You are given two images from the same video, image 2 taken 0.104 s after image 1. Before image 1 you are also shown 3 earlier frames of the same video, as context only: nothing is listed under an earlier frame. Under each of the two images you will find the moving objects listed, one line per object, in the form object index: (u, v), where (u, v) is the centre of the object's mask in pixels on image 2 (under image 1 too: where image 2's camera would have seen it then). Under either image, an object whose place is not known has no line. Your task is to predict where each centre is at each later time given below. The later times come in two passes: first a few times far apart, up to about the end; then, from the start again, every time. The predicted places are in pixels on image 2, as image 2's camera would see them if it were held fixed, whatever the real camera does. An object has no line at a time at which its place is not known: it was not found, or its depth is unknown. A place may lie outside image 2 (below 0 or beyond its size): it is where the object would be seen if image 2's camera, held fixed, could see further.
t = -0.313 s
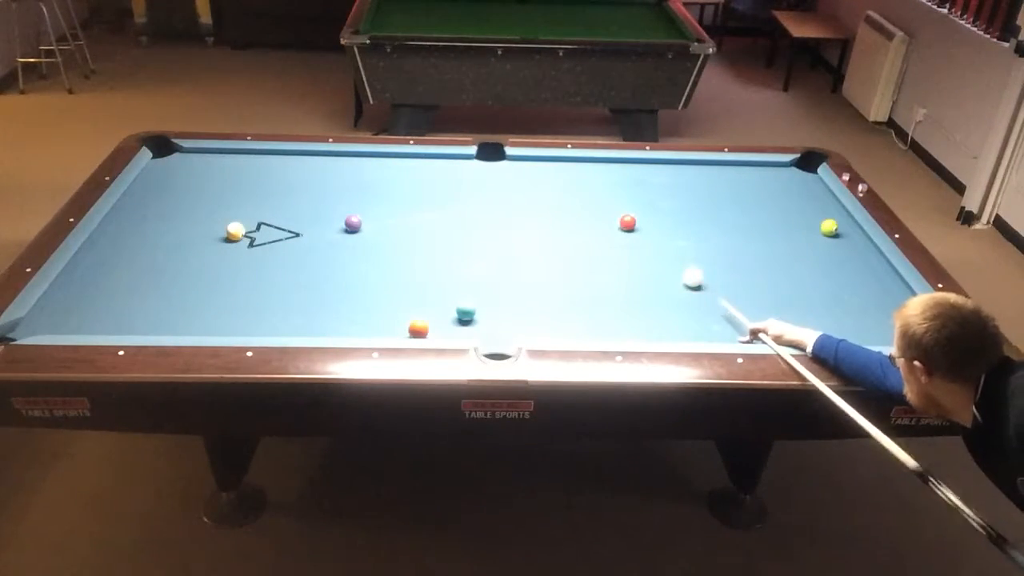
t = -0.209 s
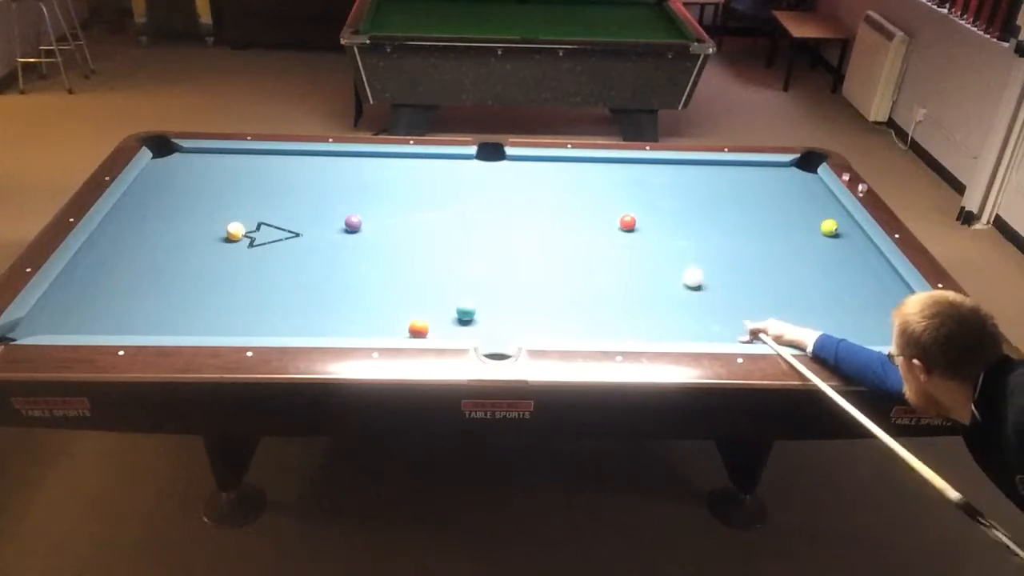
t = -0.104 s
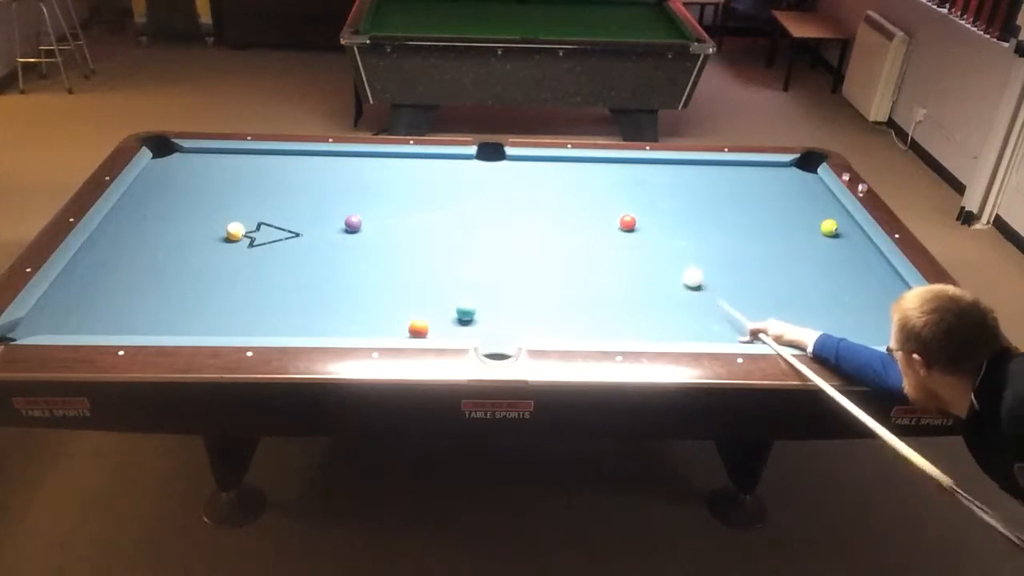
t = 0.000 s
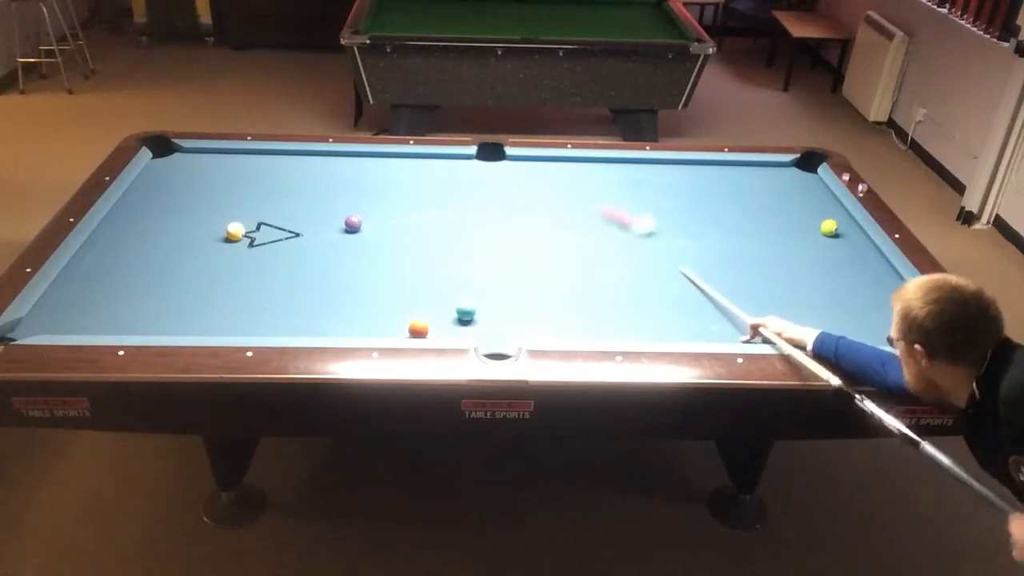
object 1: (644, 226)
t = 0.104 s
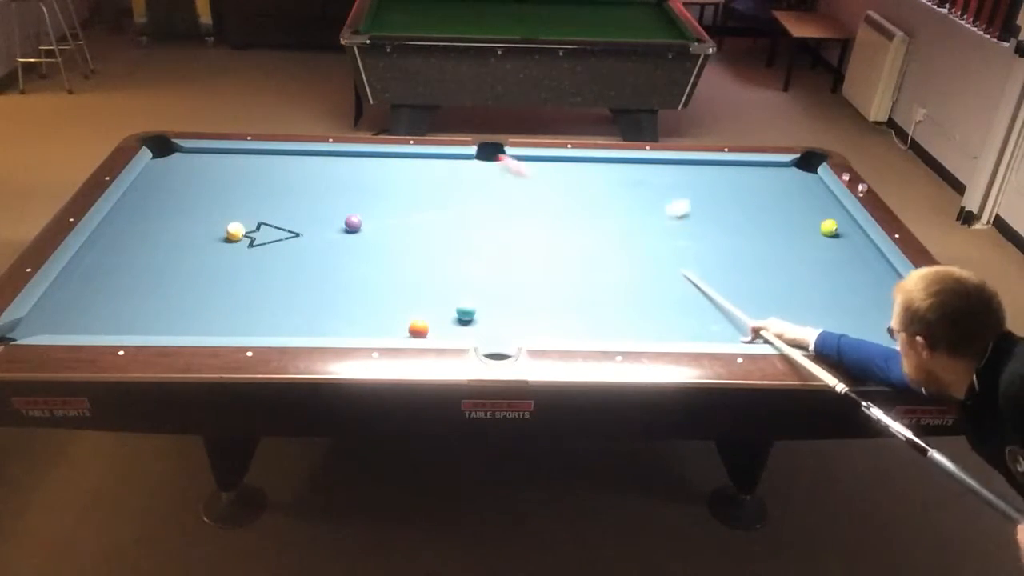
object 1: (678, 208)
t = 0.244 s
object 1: (721, 191)
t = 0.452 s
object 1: (783, 176)
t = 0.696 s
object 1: (774, 170)
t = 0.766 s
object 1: (764, 170)
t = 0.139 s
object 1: (689, 203)
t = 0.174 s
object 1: (700, 199)
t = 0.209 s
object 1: (711, 194)
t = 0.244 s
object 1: (721, 191)
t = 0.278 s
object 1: (731, 187)
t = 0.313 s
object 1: (742, 184)
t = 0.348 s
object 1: (752, 182)
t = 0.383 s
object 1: (762, 180)
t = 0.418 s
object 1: (773, 178)
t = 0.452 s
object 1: (783, 176)
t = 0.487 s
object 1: (793, 174)
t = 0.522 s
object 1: (804, 173)
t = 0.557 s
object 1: (808, 171)
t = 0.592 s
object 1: (801, 171)
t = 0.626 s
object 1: (793, 170)
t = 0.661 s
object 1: (779, 170)
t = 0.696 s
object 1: (774, 170)
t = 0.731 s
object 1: (769, 170)
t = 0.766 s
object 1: (764, 170)
